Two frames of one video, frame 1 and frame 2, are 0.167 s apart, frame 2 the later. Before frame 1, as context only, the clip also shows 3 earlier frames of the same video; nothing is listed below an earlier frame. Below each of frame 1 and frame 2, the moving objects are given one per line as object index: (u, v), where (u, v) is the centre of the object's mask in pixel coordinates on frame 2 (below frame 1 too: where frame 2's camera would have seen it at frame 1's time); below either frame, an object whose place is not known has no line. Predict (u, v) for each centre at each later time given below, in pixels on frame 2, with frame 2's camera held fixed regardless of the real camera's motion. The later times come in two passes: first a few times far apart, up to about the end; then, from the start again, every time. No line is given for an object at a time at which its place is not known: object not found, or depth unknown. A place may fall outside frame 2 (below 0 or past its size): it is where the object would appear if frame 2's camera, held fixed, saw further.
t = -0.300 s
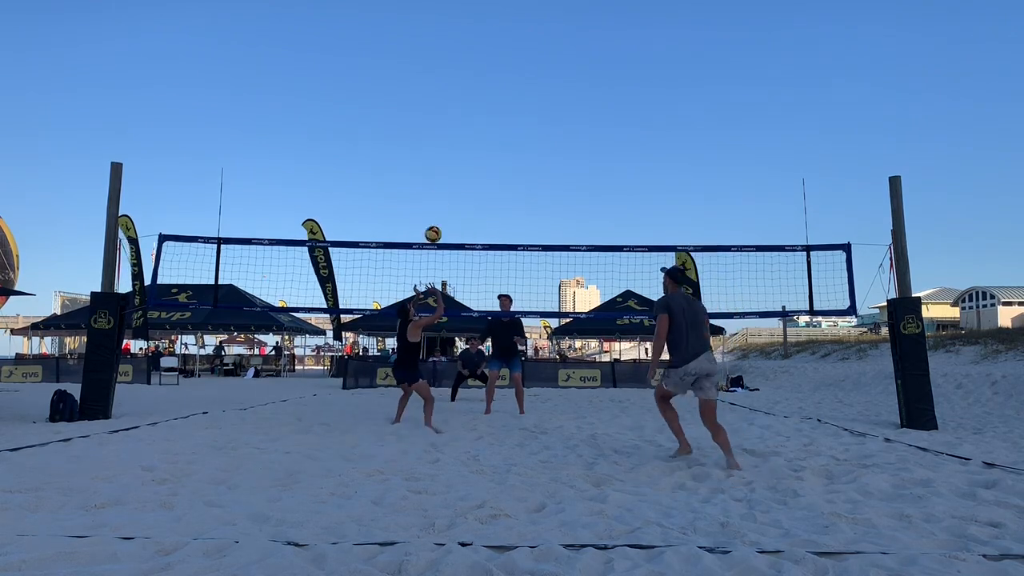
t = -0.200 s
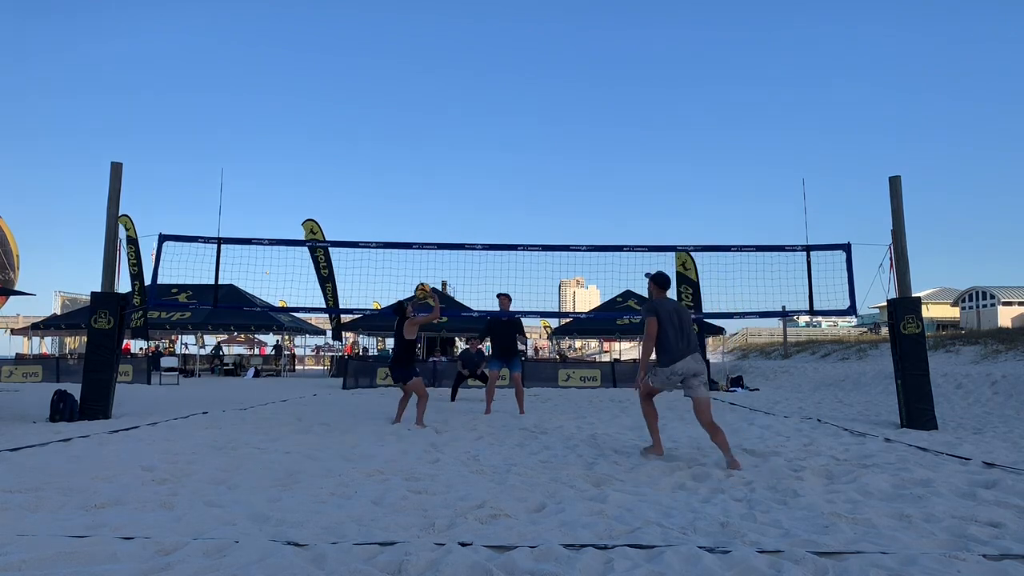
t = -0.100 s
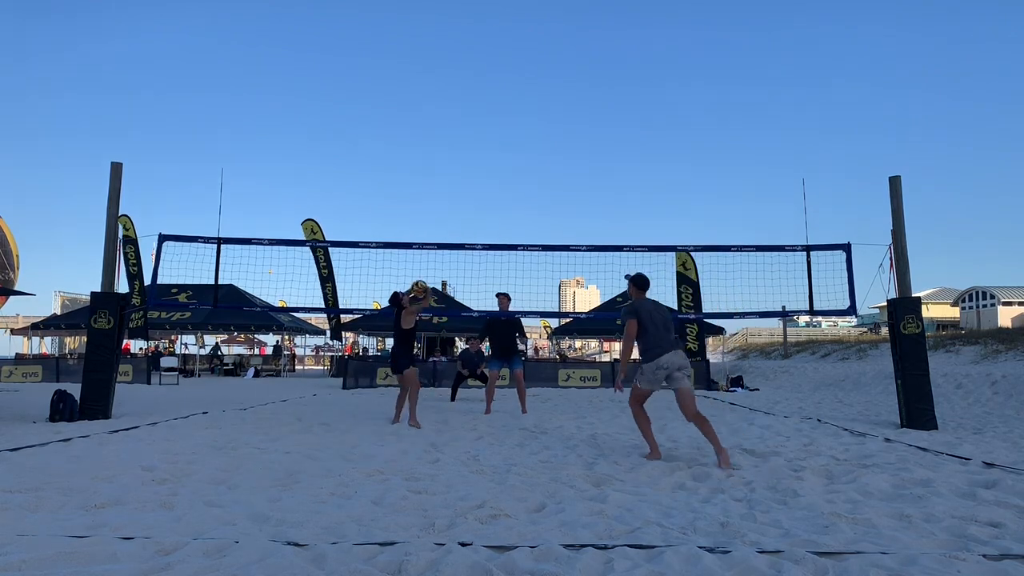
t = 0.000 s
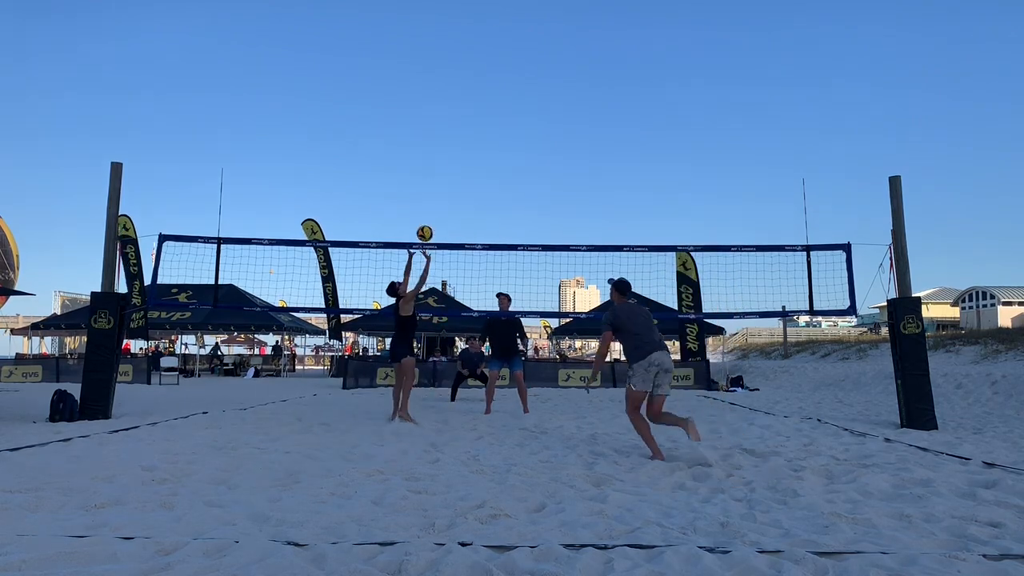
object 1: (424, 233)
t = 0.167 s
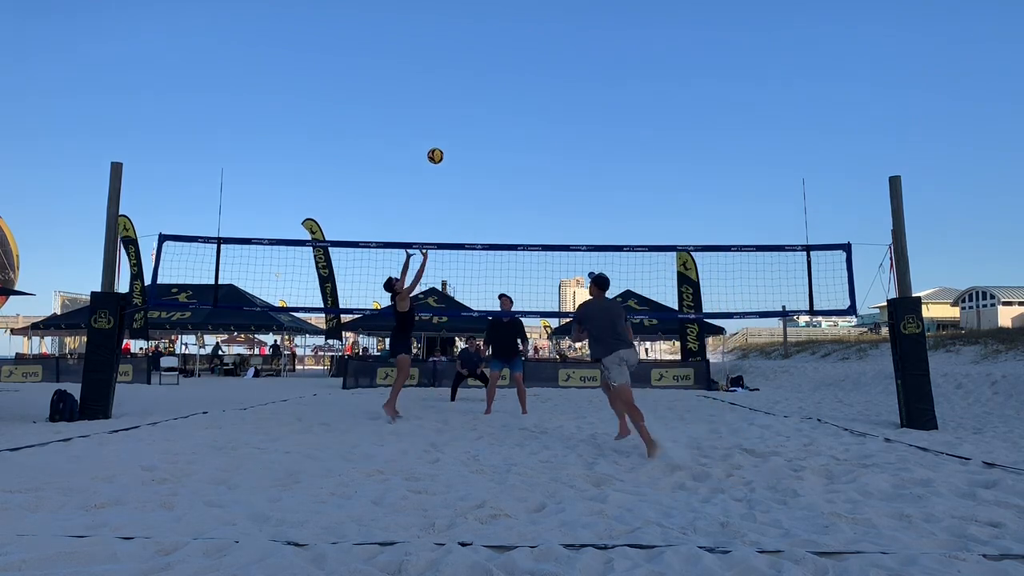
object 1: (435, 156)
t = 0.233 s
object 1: (439, 131)
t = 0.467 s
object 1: (451, 72)
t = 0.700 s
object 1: (461, 56)
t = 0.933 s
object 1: (470, 81)
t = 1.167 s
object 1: (477, 146)
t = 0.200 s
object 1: (437, 143)
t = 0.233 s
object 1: (439, 131)
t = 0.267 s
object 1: (441, 120)
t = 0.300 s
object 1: (443, 110)
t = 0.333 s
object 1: (444, 101)
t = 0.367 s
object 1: (446, 92)
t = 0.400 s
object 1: (448, 85)
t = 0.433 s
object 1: (449, 78)
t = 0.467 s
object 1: (451, 72)
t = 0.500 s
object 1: (452, 67)
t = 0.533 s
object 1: (454, 63)
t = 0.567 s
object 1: (456, 60)
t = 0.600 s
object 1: (457, 58)
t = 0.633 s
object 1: (458, 56)
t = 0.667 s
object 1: (460, 55)
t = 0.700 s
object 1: (461, 56)
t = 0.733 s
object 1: (463, 57)
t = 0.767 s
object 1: (464, 58)
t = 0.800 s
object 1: (465, 61)
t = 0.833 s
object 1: (467, 65)
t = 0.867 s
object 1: (468, 69)
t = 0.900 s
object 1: (469, 75)
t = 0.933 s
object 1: (470, 81)
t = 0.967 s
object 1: (471, 88)
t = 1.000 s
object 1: (472, 96)
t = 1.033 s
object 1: (474, 104)
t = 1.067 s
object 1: (475, 113)
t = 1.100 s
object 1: (476, 123)
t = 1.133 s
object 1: (476, 134)
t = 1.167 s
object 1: (477, 146)
